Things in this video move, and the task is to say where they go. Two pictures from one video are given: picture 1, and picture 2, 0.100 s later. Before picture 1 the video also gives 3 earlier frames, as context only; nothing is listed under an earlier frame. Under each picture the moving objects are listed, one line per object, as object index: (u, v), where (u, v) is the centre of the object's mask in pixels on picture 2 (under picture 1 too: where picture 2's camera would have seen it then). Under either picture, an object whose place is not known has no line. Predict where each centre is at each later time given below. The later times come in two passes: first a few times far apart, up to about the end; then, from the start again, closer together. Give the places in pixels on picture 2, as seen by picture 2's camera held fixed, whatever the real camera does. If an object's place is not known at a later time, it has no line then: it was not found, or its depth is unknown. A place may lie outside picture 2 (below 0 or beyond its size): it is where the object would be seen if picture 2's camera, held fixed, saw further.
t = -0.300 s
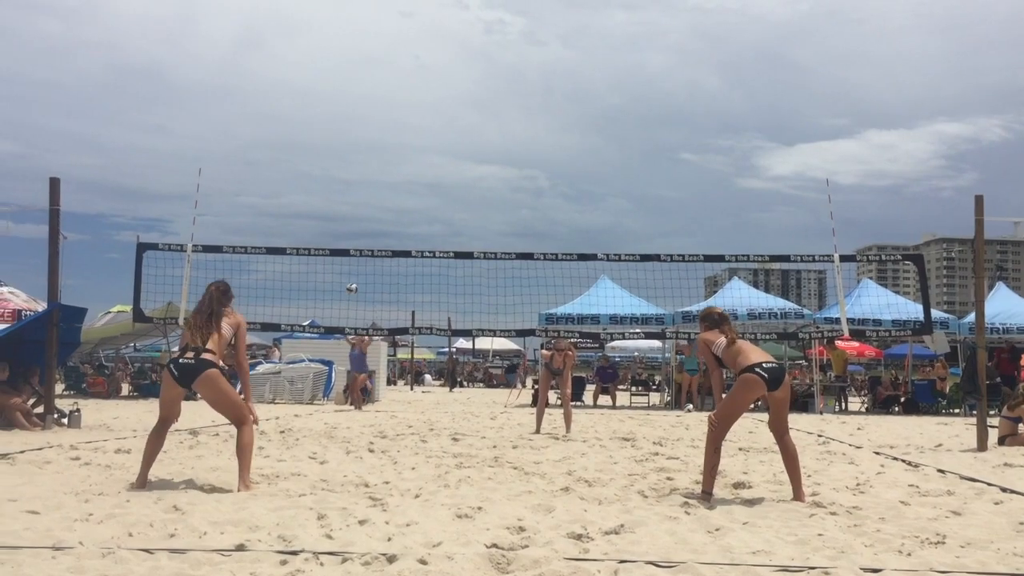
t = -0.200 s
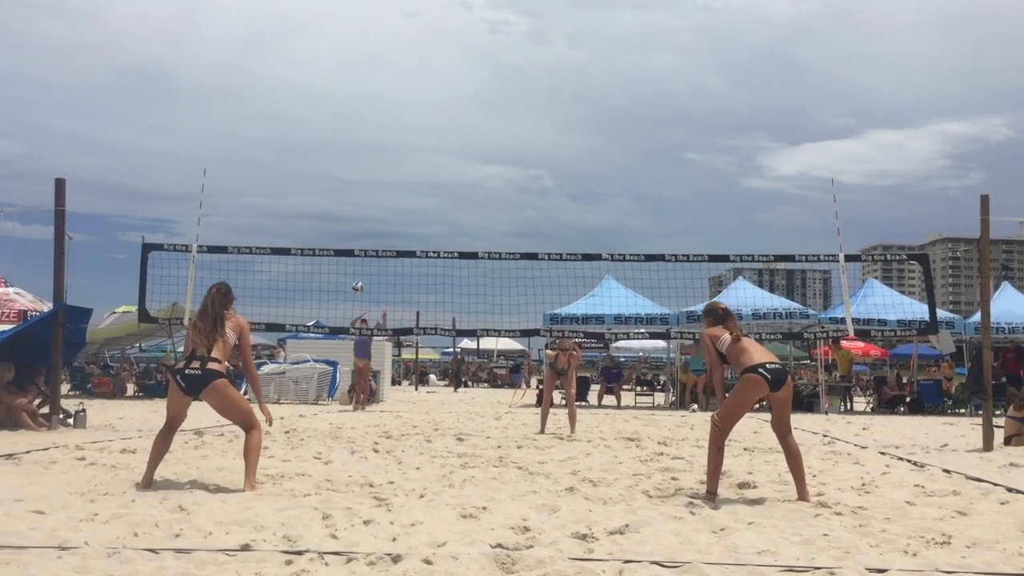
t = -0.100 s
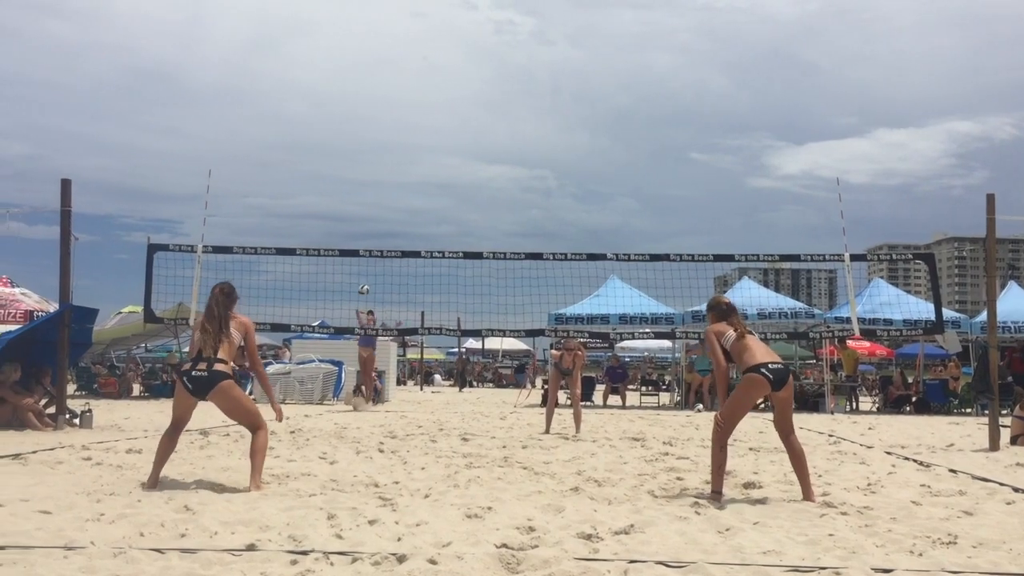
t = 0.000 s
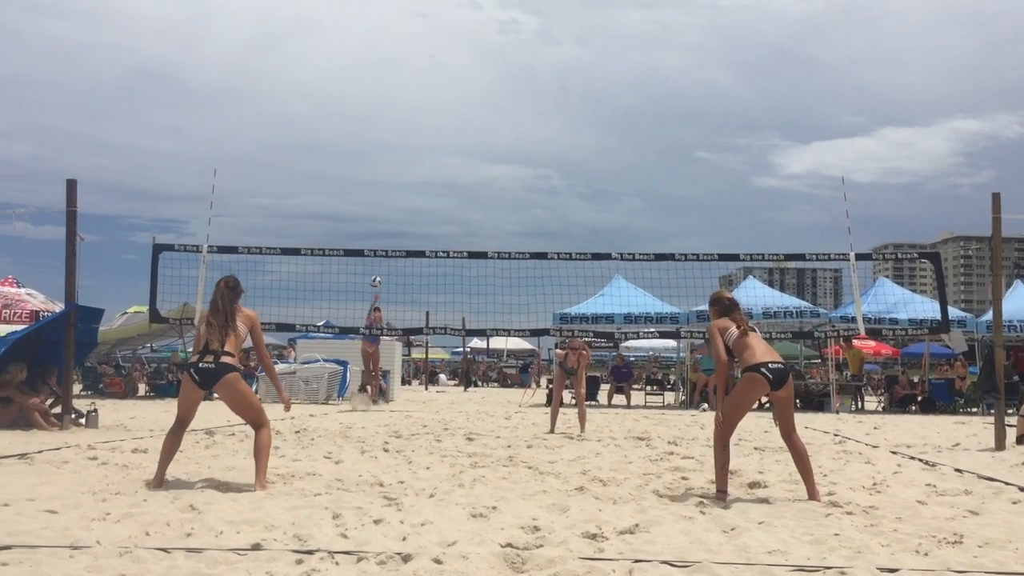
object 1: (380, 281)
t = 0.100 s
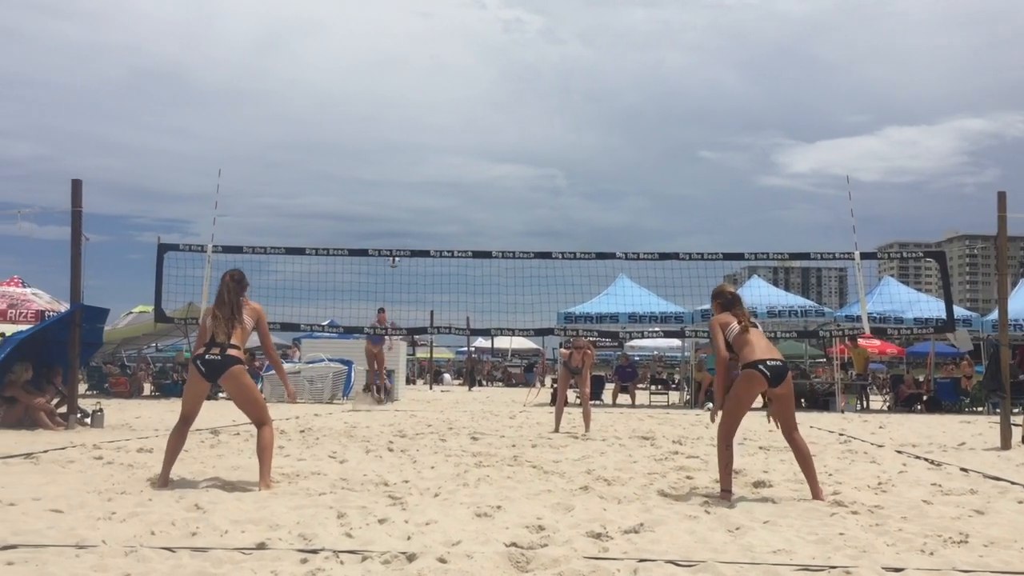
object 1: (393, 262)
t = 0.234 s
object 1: (416, 239)
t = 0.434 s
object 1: (462, 221)
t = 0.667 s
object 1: (545, 230)
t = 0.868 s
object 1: (667, 288)
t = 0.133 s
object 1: (399, 260)
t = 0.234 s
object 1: (416, 239)
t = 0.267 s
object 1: (422, 235)
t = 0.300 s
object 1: (429, 232)
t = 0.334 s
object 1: (436, 228)
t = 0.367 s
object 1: (444, 225)
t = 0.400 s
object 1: (453, 222)
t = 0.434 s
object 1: (462, 221)
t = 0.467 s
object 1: (471, 220)
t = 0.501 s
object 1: (481, 219)
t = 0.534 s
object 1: (492, 220)
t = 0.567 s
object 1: (504, 221)
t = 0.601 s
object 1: (517, 223)
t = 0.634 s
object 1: (530, 225)
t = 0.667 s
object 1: (545, 230)
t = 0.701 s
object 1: (561, 235)
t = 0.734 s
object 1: (579, 241)
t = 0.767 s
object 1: (599, 250)
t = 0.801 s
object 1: (619, 260)
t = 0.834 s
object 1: (642, 273)
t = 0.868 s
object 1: (667, 288)
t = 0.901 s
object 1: (695, 306)
